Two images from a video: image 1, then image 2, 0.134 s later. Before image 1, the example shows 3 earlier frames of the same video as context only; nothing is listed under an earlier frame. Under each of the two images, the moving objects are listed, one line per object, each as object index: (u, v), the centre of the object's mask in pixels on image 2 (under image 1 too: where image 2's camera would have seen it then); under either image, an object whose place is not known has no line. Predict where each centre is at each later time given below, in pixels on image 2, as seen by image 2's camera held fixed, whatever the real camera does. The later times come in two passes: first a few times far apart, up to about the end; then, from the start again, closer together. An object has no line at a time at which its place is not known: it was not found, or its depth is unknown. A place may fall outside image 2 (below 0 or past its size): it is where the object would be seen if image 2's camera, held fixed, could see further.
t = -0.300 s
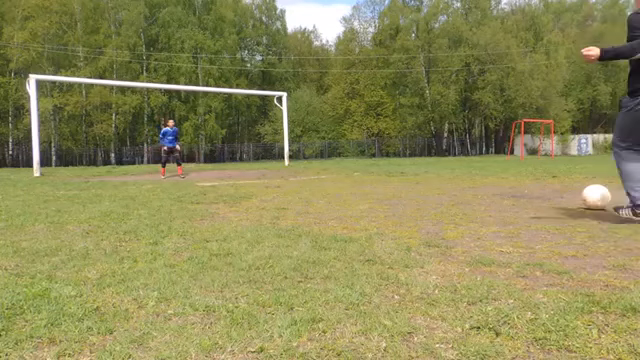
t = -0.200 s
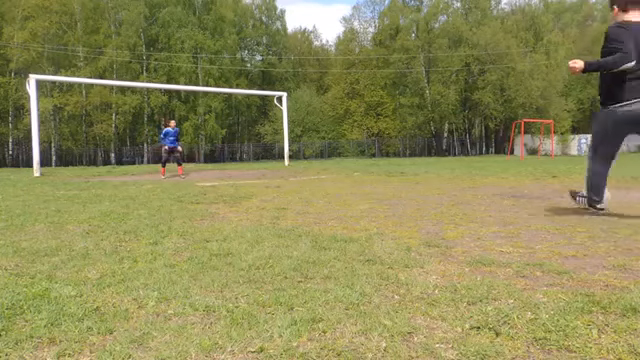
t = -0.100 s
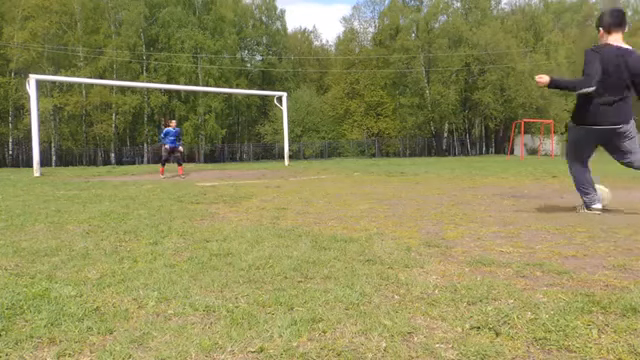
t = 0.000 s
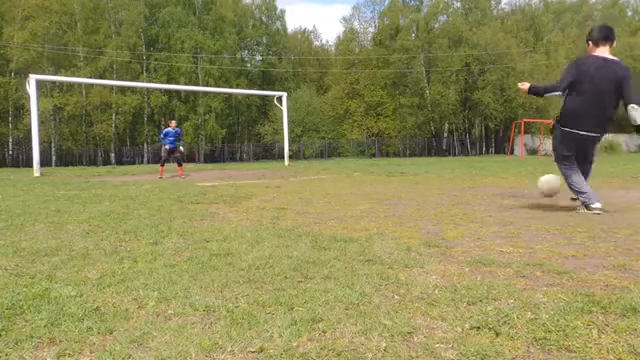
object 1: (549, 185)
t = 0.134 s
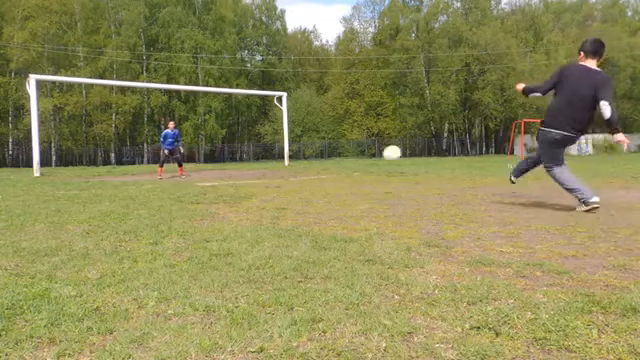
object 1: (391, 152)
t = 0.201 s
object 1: (340, 148)
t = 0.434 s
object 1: (224, 155)
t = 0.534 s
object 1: (191, 164)
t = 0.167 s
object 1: (364, 150)
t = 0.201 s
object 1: (340, 148)
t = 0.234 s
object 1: (318, 147)
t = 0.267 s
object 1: (298, 147)
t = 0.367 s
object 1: (250, 151)
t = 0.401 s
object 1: (237, 153)
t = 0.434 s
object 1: (224, 155)
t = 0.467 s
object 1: (212, 158)
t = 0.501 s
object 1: (201, 161)
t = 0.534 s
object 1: (191, 164)
